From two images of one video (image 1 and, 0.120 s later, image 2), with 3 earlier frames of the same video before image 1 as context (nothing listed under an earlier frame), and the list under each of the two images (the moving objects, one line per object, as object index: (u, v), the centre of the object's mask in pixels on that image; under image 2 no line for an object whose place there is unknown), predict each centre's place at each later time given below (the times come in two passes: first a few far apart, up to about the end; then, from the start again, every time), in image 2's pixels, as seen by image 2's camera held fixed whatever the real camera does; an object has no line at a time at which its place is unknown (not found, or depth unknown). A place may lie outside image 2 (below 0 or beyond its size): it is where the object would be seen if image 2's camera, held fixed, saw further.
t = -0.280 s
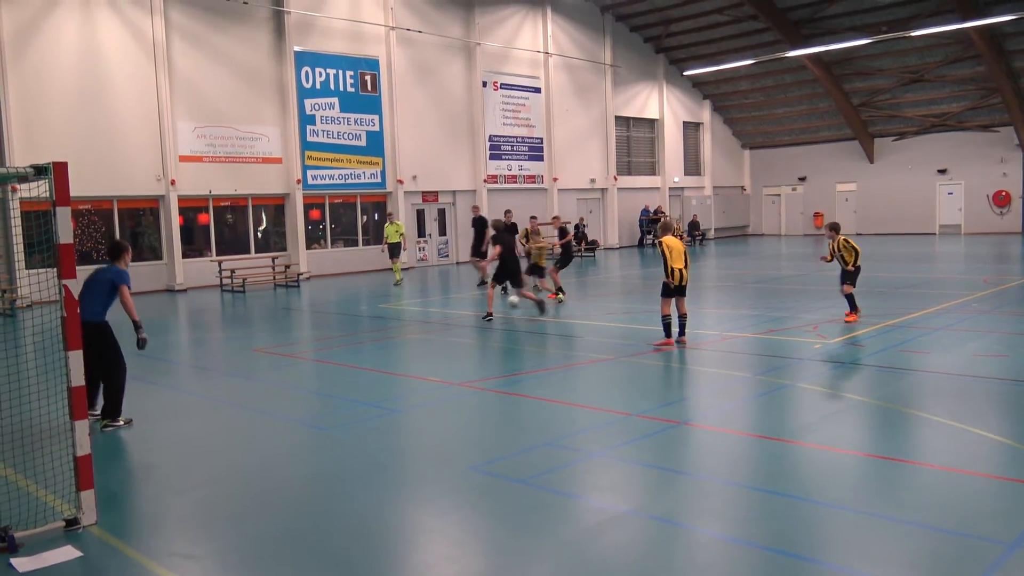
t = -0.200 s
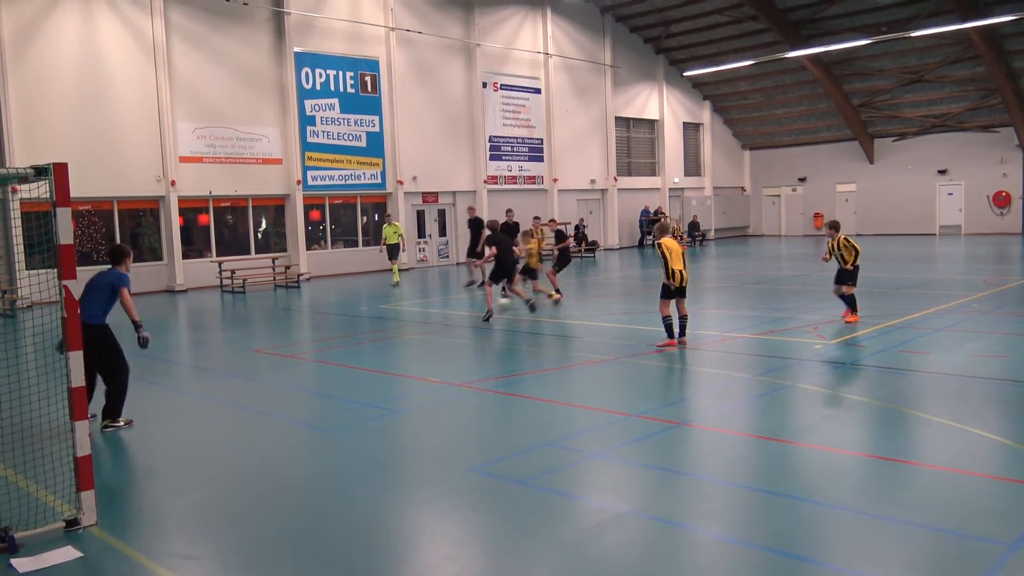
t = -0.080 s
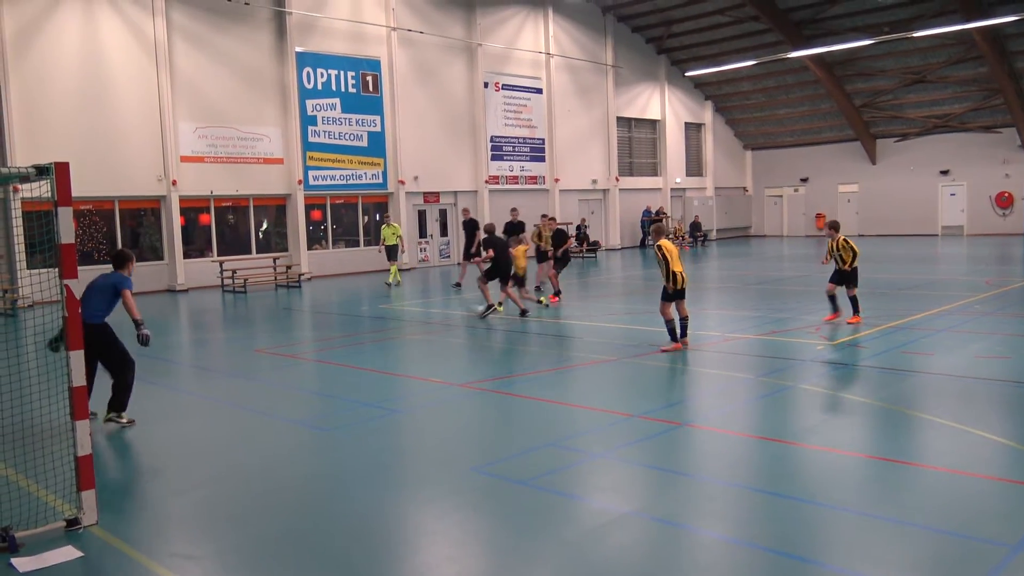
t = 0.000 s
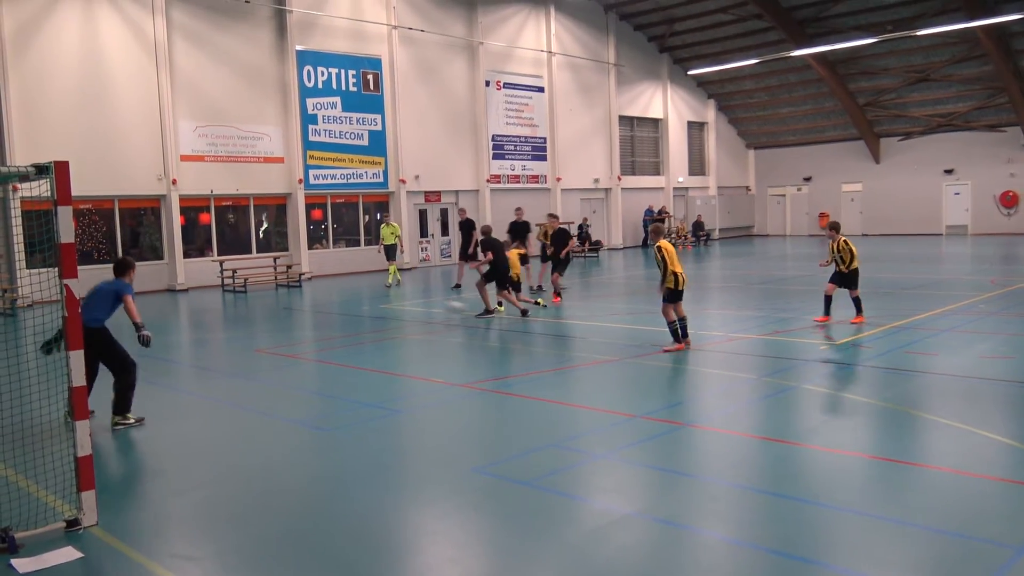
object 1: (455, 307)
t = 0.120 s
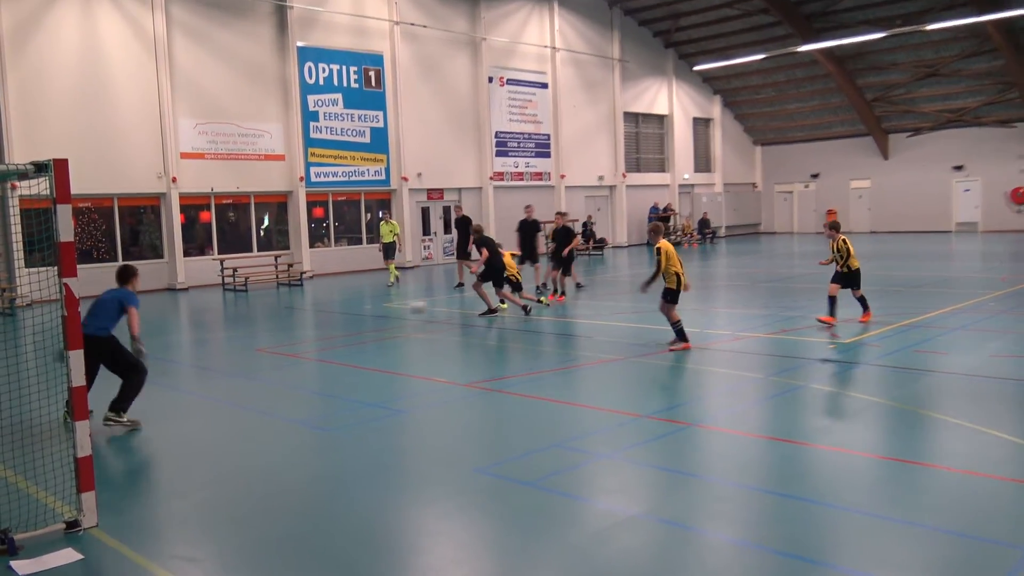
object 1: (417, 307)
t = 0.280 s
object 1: (367, 316)
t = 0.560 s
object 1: (296, 329)
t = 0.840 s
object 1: (229, 340)
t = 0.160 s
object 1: (404, 310)
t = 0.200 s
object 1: (390, 312)
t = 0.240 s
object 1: (378, 316)
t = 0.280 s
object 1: (367, 316)
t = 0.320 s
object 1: (356, 316)
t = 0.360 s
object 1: (346, 319)
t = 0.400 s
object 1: (335, 322)
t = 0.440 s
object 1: (325, 323)
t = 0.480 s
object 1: (315, 323)
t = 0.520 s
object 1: (305, 325)
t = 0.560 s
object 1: (296, 329)
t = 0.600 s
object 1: (286, 330)
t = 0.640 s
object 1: (277, 332)
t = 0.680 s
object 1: (267, 333)
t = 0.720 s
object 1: (258, 334)
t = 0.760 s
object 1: (247, 337)
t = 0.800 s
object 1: (238, 339)
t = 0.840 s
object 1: (229, 340)
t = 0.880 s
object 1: (219, 342)
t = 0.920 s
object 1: (209, 344)
